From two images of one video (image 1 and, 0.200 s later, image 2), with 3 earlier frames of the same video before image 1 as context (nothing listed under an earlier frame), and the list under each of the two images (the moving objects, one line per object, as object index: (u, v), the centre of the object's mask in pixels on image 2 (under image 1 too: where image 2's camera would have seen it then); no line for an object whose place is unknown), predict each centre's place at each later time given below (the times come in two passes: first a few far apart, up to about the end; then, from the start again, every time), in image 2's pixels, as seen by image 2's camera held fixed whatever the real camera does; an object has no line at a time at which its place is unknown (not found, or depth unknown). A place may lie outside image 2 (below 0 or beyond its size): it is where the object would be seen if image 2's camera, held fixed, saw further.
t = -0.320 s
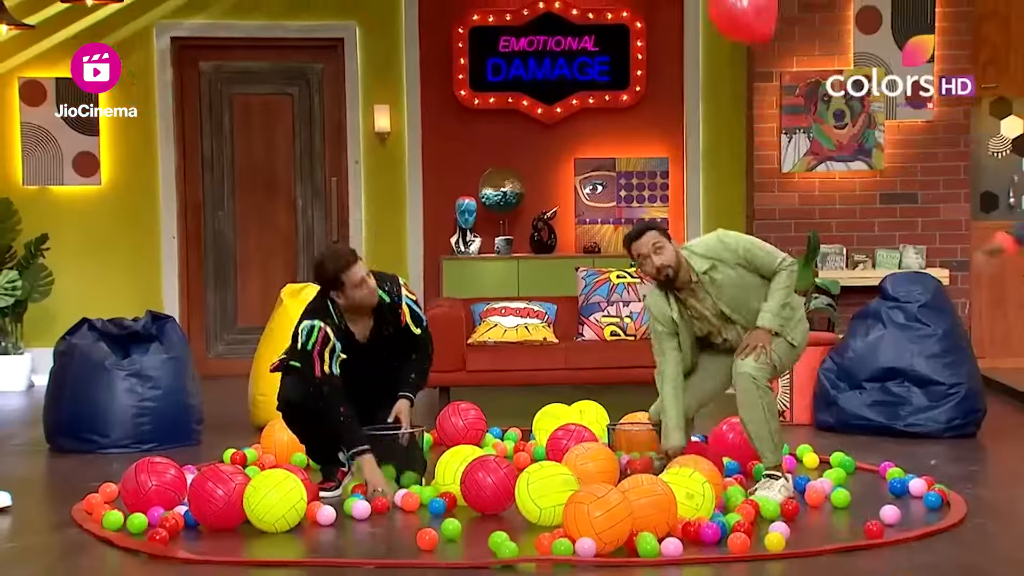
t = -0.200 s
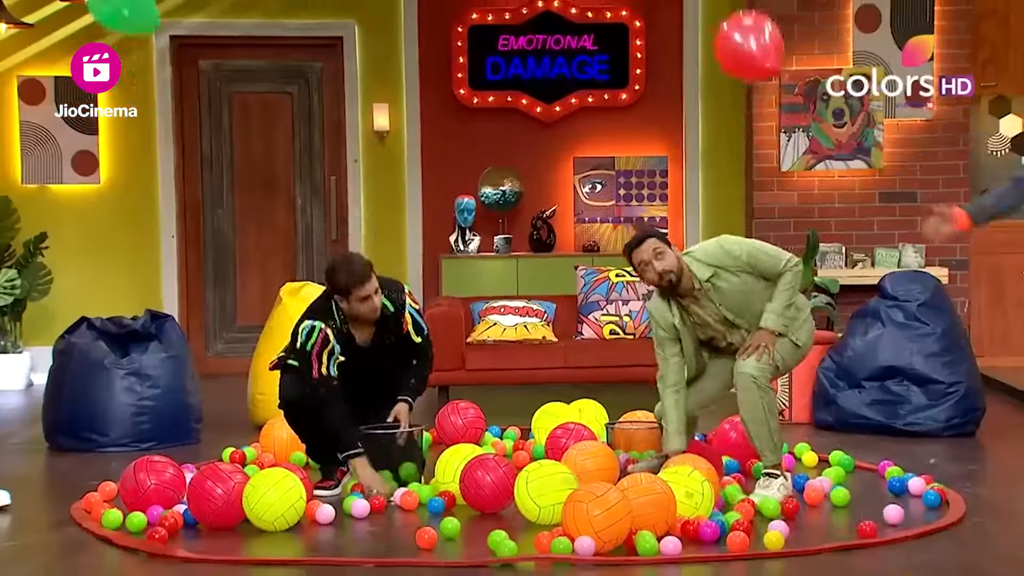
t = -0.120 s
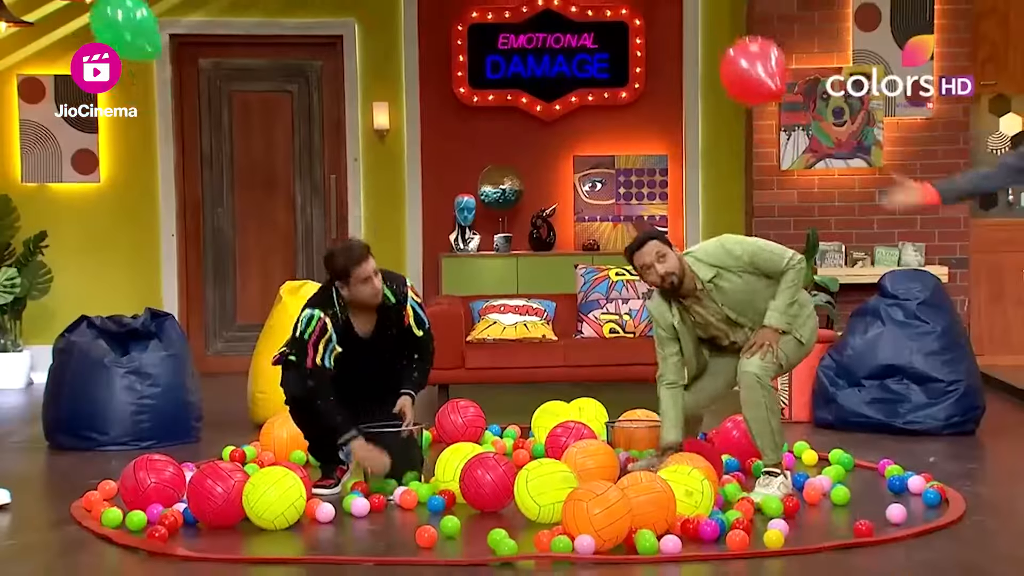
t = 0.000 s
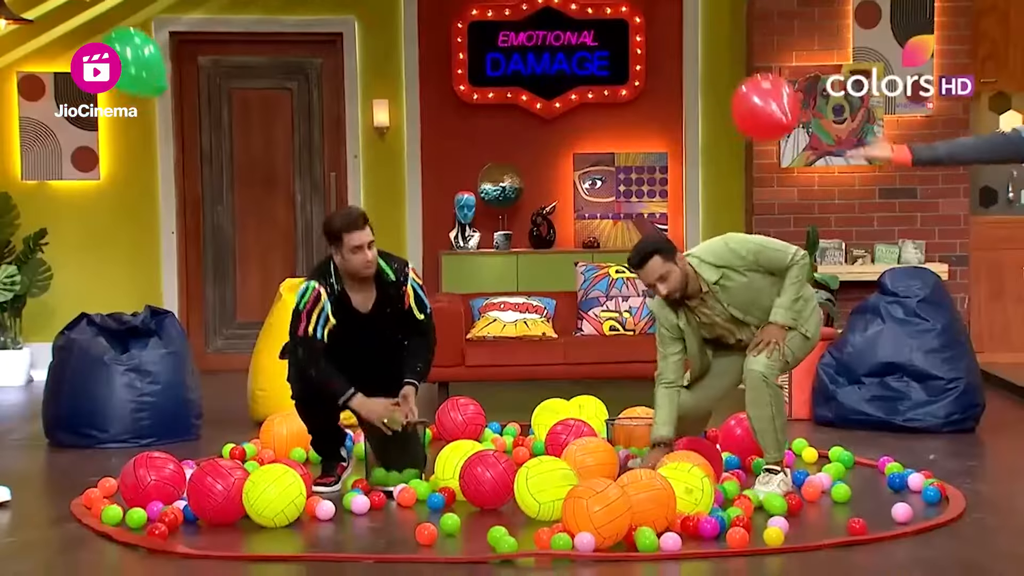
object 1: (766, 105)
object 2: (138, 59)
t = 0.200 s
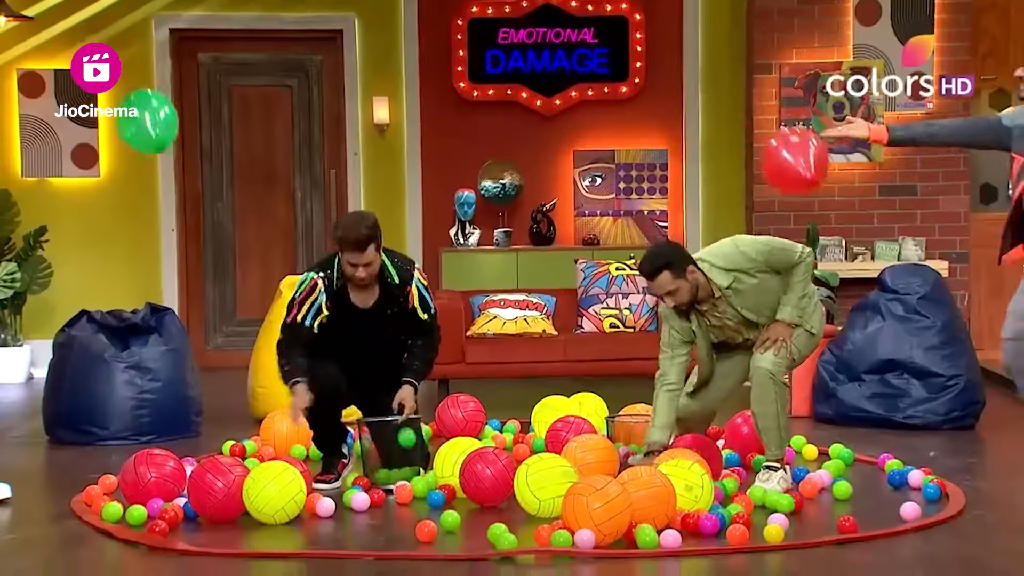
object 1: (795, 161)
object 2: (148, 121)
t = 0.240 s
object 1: (802, 171)
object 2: (151, 134)
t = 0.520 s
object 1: (852, 239)
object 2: (176, 217)
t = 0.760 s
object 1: (894, 301)
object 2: (188, 279)
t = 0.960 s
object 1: (931, 353)
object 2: (192, 329)
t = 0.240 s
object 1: (802, 171)
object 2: (151, 134)
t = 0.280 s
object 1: (809, 180)
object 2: (155, 145)
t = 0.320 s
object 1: (817, 191)
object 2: (159, 158)
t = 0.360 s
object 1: (823, 201)
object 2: (162, 170)
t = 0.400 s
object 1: (832, 211)
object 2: (166, 182)
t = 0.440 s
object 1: (838, 219)
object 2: (170, 193)
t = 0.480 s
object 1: (845, 228)
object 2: (173, 205)
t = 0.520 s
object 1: (852, 239)
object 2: (176, 217)
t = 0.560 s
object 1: (859, 250)
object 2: (178, 228)
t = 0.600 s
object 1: (866, 260)
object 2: (180, 238)
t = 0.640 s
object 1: (873, 270)
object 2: (182, 249)
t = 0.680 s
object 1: (880, 280)
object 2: (185, 259)
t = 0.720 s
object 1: (887, 291)
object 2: (186, 269)
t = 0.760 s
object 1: (894, 301)
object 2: (188, 279)
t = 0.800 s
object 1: (902, 310)
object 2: (189, 289)
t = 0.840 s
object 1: (909, 322)
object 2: (190, 299)
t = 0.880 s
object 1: (916, 332)
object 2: (191, 309)
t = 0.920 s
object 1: (924, 342)
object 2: (192, 318)
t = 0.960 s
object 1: (931, 353)
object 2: (192, 329)
